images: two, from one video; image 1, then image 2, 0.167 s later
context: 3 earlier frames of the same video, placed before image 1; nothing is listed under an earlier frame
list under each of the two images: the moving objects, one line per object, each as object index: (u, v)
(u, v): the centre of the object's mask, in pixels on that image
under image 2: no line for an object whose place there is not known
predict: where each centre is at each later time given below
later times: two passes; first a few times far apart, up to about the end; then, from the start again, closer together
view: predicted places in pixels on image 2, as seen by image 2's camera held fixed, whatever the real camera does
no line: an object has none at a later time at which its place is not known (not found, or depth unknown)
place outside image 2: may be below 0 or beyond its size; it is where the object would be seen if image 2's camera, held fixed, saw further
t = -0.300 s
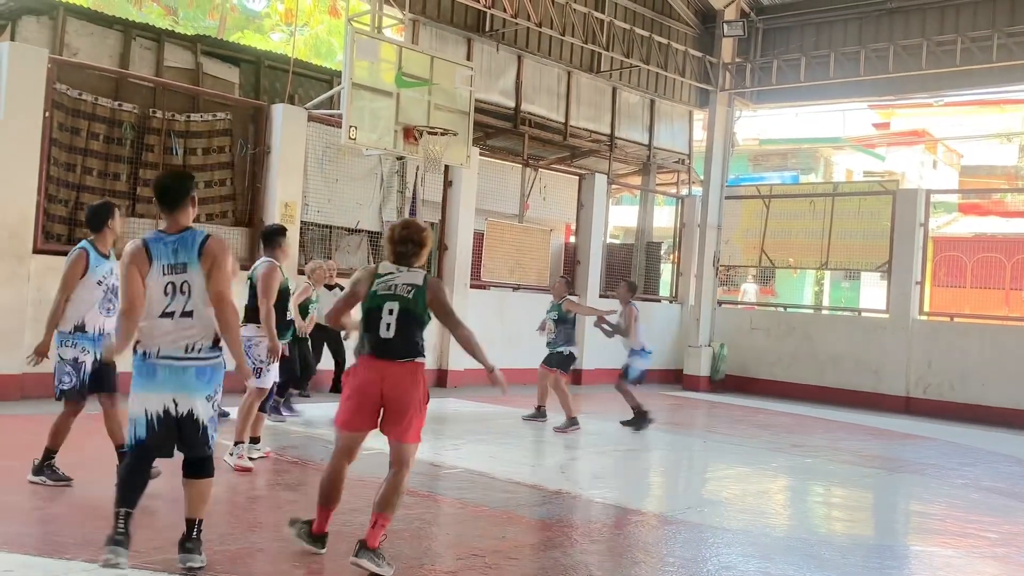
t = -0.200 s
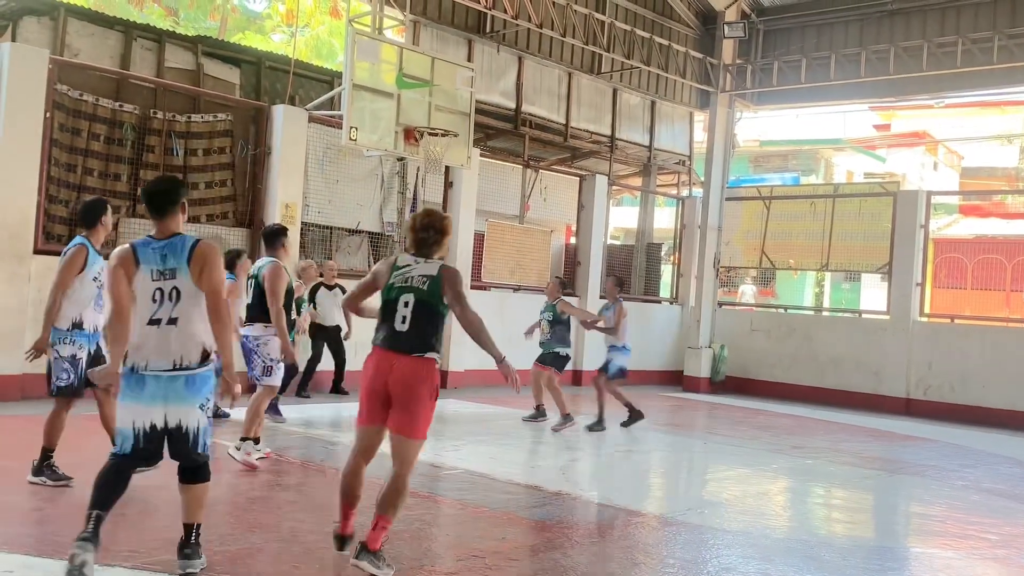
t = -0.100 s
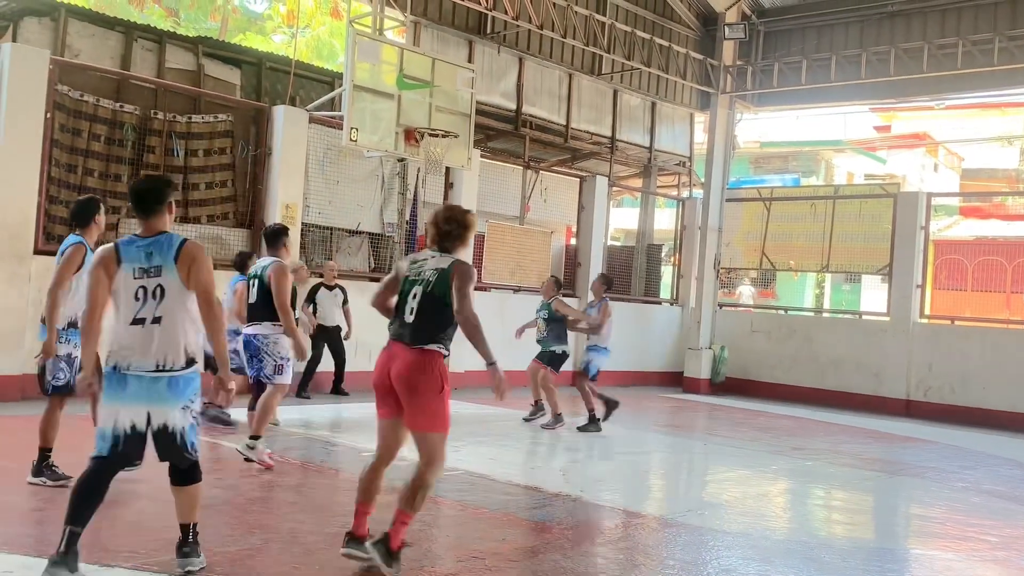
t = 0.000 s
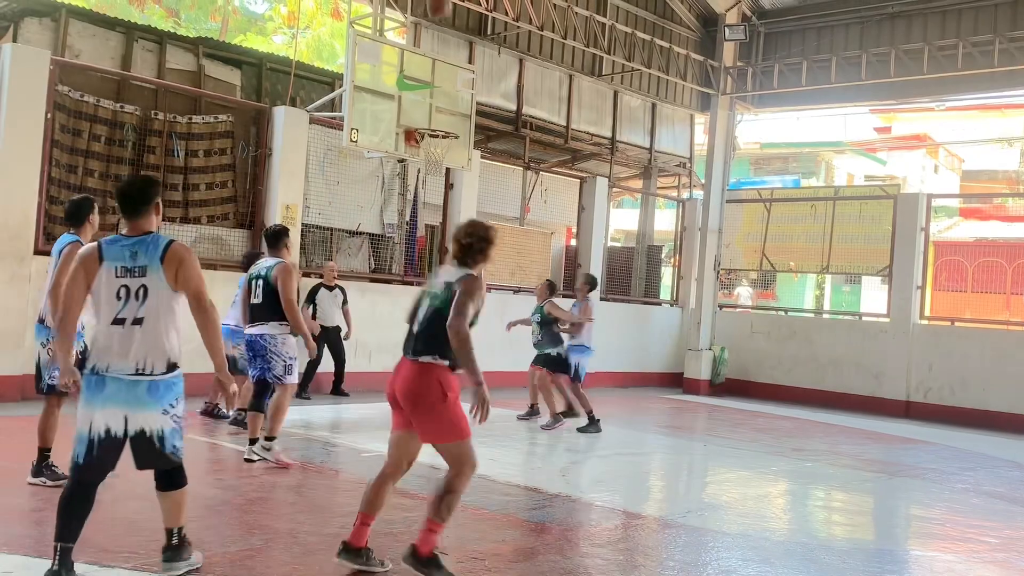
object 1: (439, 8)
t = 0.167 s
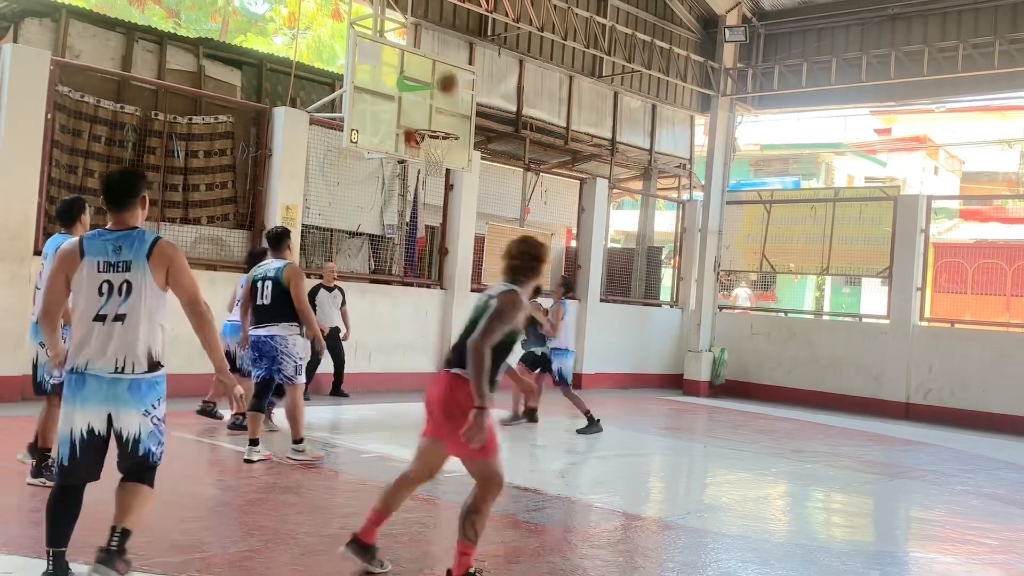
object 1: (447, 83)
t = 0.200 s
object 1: (448, 100)
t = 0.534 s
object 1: (451, 97)
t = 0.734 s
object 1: (477, 104)
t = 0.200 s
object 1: (448, 100)
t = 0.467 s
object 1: (444, 103)
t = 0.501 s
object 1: (447, 99)
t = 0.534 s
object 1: (451, 97)
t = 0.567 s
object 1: (456, 95)
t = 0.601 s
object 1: (460, 95)
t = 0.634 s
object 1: (465, 95)
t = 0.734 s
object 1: (477, 104)
